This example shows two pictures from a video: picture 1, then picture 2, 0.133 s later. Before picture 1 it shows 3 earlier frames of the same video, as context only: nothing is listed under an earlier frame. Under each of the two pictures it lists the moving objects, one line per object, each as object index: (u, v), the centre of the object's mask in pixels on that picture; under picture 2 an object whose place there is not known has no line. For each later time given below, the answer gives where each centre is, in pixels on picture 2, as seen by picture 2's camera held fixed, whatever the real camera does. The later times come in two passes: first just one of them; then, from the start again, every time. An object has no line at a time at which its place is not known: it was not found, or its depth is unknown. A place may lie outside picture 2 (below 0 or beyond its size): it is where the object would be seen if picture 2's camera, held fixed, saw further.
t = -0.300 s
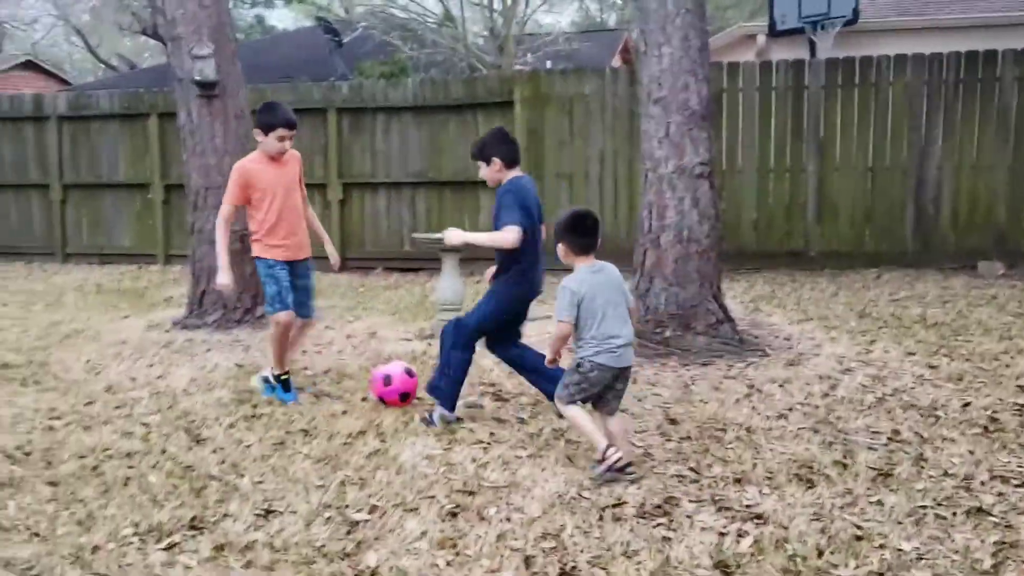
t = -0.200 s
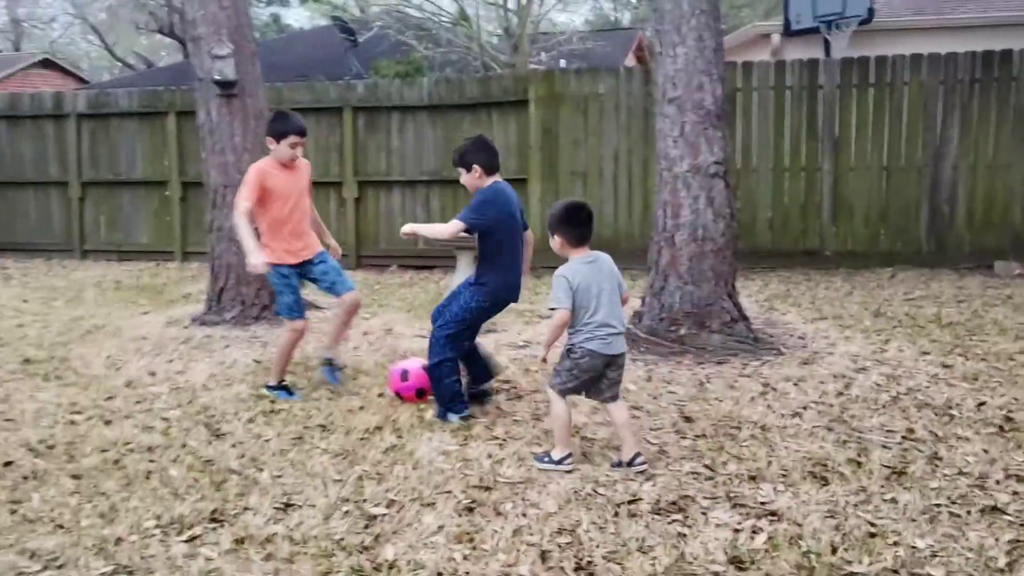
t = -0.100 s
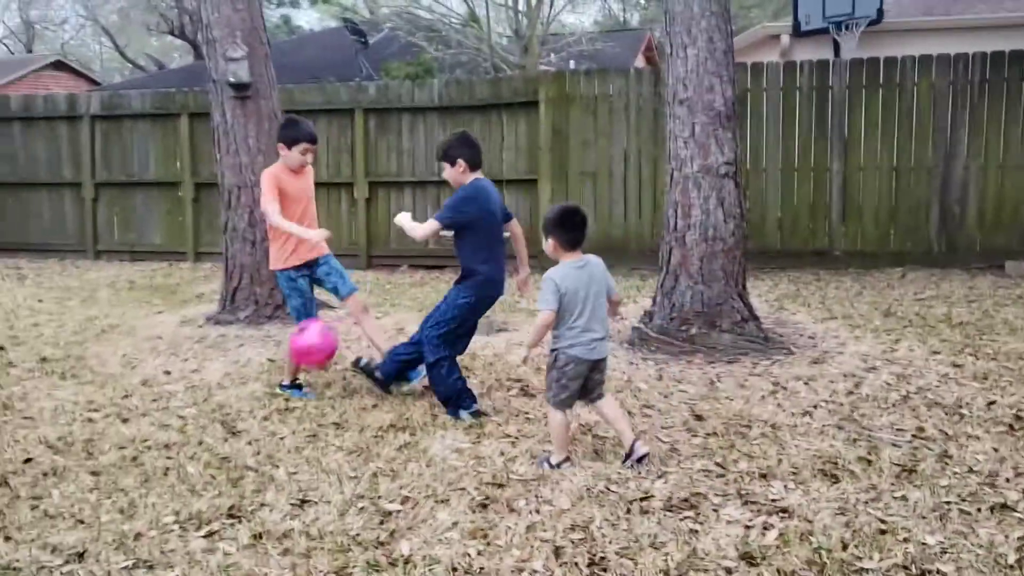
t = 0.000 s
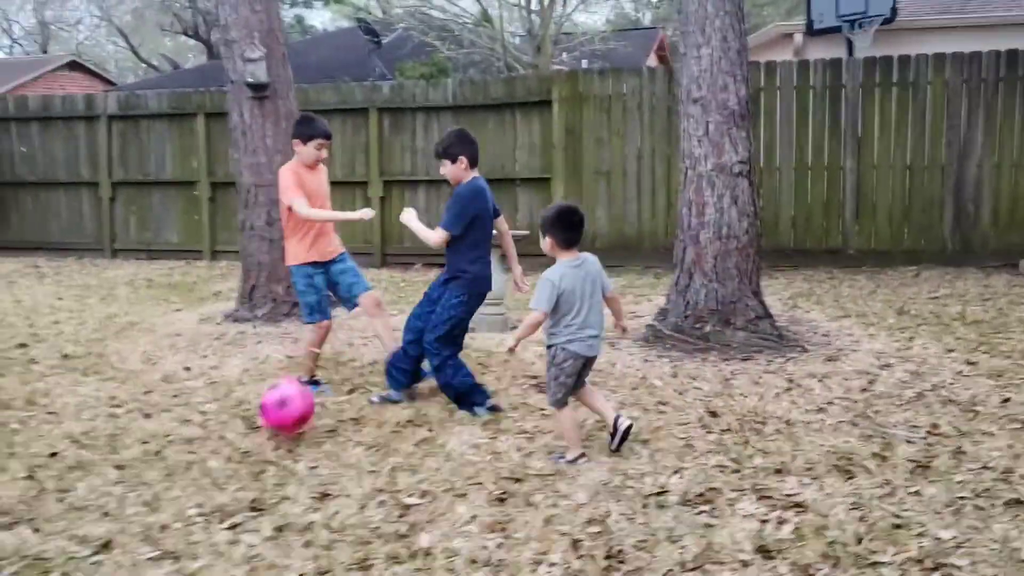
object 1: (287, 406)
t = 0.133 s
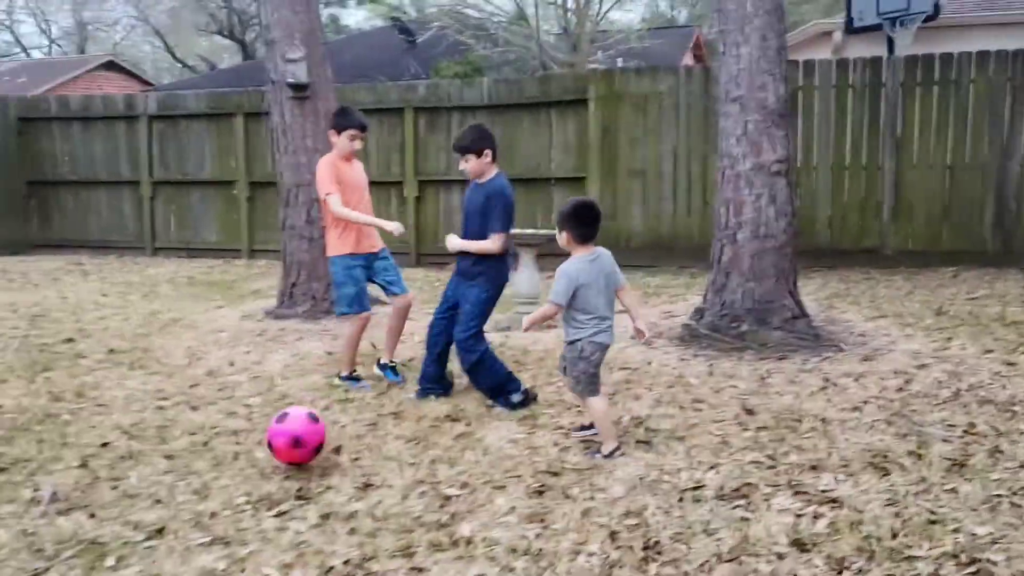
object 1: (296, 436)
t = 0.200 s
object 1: (285, 442)
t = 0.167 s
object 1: (292, 438)
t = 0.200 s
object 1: (285, 442)
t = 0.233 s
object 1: (278, 448)
